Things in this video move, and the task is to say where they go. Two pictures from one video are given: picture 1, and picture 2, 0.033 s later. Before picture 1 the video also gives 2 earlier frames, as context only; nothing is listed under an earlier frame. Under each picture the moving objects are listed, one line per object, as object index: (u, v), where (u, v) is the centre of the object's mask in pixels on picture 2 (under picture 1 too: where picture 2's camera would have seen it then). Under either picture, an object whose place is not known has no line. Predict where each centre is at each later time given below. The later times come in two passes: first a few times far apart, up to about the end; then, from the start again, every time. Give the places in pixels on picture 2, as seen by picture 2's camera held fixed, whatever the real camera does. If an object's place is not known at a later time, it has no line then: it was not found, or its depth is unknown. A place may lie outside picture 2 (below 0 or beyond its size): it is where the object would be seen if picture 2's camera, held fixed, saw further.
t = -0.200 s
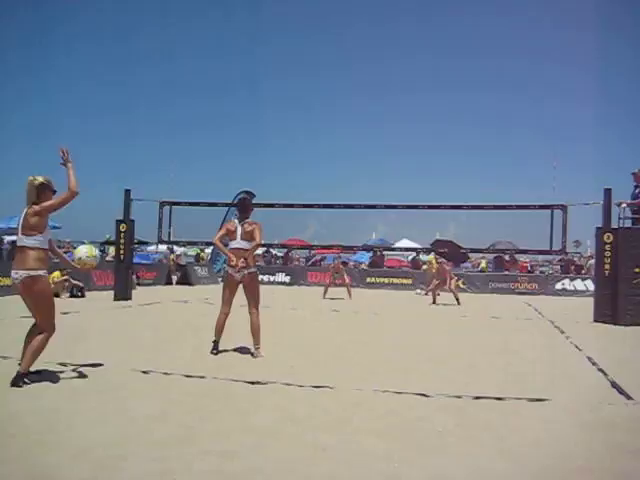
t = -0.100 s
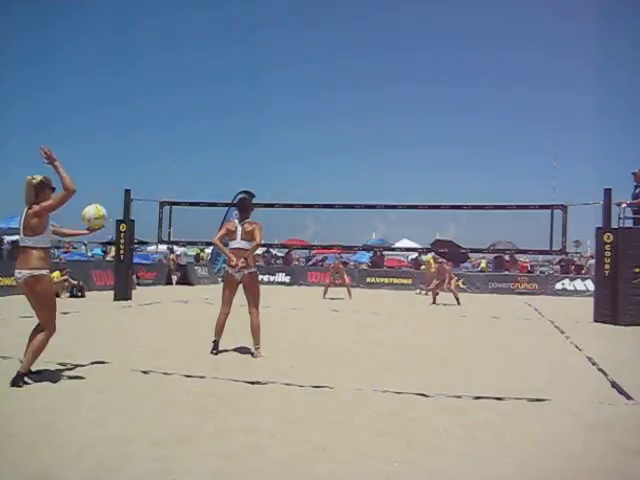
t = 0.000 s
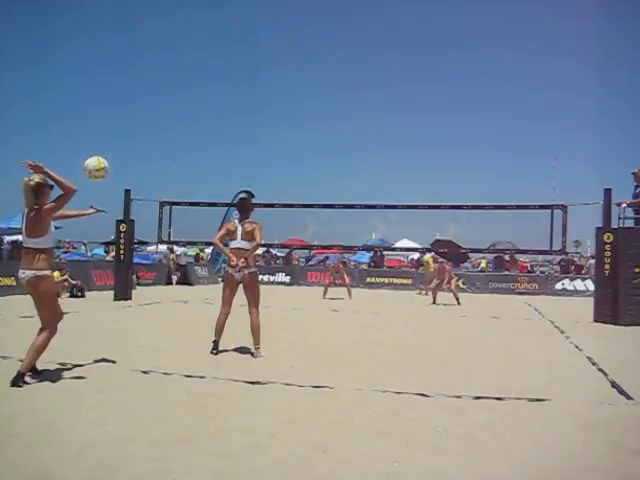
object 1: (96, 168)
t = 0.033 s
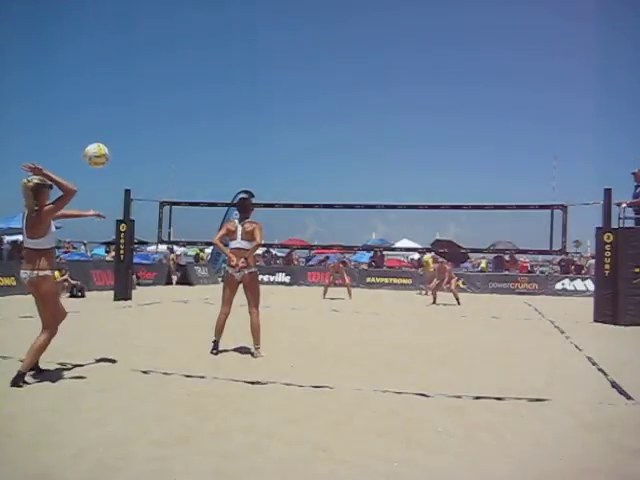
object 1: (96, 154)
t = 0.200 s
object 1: (98, 108)
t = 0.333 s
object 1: (99, 95)
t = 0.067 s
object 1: (97, 143)
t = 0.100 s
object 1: (97, 132)
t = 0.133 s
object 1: (97, 123)
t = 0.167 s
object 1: (98, 115)
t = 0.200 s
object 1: (98, 108)
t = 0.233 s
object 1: (98, 103)
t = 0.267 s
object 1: (98, 99)
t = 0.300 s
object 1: (99, 96)
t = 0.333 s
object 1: (99, 95)
